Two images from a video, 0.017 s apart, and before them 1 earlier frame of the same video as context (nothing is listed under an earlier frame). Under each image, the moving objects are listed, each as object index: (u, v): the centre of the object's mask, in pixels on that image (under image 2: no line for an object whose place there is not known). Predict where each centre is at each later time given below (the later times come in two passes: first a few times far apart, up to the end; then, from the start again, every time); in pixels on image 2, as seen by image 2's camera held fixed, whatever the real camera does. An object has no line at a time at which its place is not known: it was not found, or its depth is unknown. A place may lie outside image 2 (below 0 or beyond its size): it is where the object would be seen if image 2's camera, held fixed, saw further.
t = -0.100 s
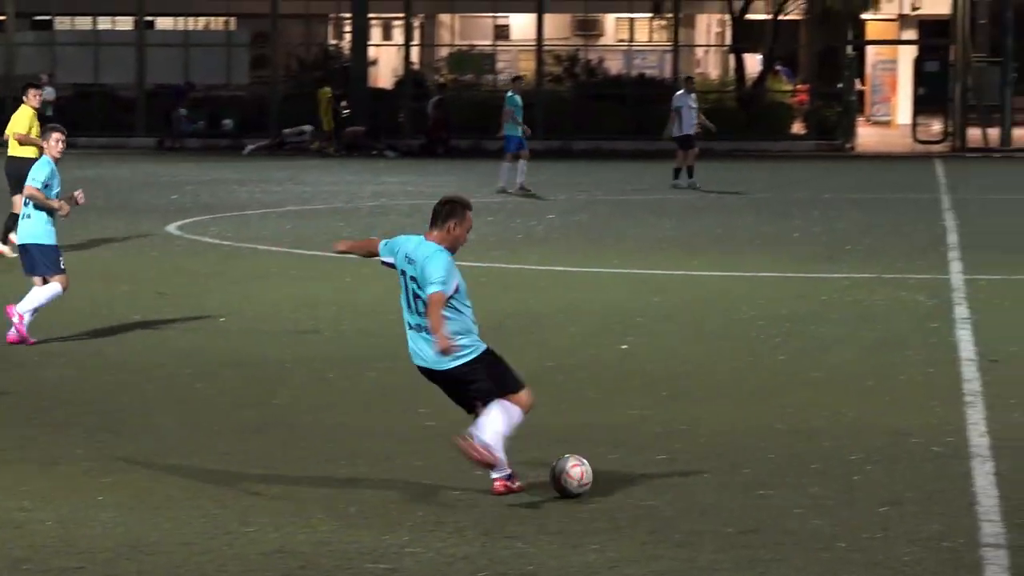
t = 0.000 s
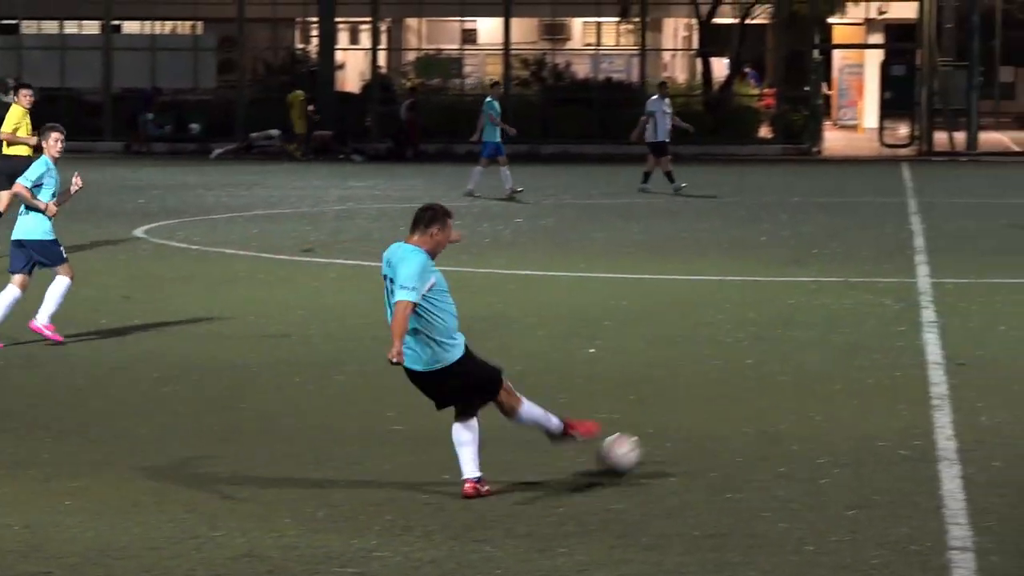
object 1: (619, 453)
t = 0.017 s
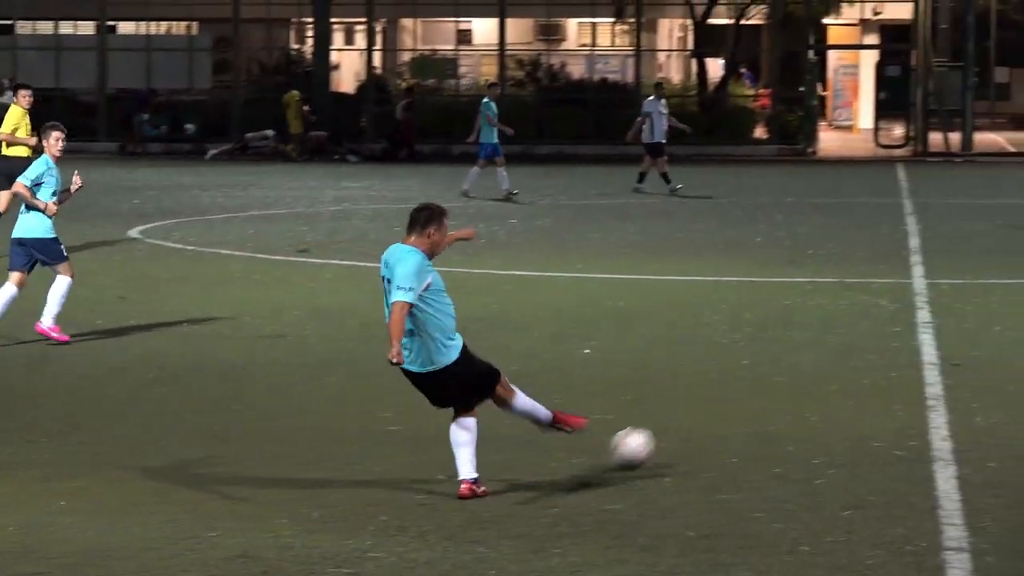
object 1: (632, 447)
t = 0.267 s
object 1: (832, 379)
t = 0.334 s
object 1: (870, 364)
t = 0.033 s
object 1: (650, 440)
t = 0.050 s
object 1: (665, 436)
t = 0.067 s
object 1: (682, 430)
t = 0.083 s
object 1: (698, 426)
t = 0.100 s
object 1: (712, 422)
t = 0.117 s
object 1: (727, 418)
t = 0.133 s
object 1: (741, 412)
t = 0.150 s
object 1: (754, 407)
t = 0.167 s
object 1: (766, 402)
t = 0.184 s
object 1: (778, 397)
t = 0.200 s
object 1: (790, 394)
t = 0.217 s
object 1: (802, 390)
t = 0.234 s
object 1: (812, 387)
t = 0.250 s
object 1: (822, 384)
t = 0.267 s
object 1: (832, 379)
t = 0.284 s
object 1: (842, 374)
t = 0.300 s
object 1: (851, 370)
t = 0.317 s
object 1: (861, 367)
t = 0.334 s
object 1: (870, 364)
